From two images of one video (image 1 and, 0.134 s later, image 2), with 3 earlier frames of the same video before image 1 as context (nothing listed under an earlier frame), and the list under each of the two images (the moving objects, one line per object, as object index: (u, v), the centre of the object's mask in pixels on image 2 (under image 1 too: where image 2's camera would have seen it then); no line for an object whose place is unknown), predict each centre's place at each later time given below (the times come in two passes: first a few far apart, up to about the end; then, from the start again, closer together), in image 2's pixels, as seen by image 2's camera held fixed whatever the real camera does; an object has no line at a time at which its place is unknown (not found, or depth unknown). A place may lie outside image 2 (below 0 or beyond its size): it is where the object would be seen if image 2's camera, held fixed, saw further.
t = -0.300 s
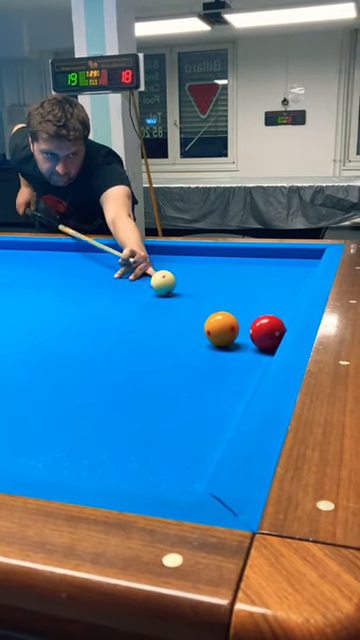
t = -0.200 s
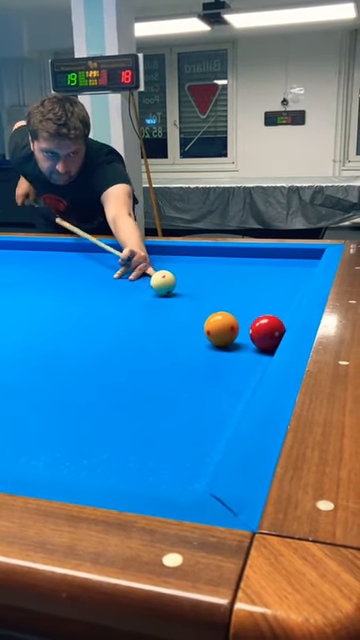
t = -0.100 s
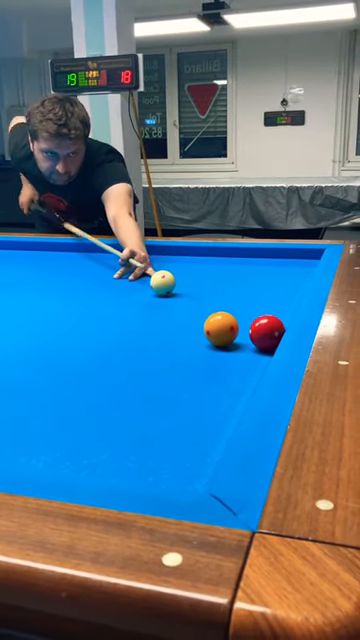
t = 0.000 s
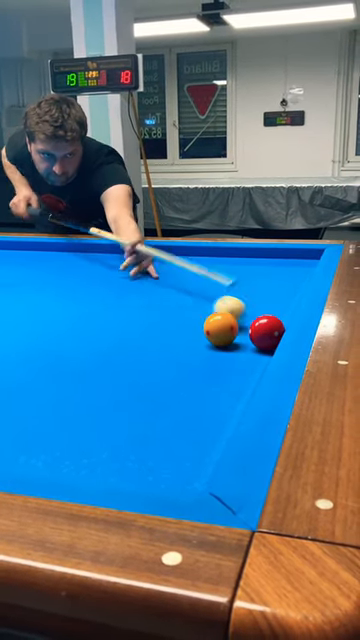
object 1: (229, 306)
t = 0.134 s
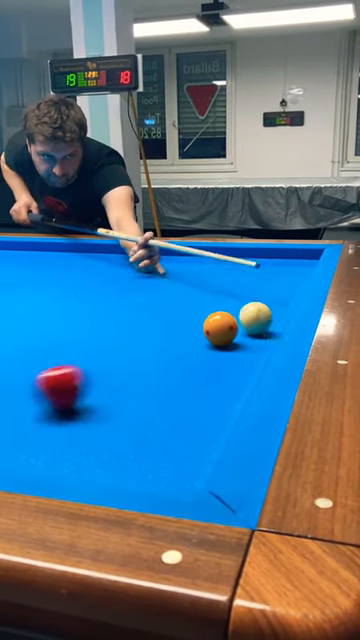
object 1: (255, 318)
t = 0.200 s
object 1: (240, 313)
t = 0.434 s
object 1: (197, 311)
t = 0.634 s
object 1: (185, 318)
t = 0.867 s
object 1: (175, 330)
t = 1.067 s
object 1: (165, 342)
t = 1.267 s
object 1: (155, 354)
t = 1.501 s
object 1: (142, 371)
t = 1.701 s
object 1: (128, 387)
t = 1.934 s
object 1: (110, 408)
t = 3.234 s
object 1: (193, 427)
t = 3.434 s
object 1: (216, 419)
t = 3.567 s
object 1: (216, 411)
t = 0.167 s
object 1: (247, 316)
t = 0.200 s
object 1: (240, 313)
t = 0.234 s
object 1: (233, 309)
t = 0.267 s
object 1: (224, 306)
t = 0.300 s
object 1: (216, 306)
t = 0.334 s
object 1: (209, 306)
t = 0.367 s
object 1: (204, 308)
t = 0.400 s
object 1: (200, 310)
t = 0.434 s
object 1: (197, 311)
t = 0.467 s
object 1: (194, 312)
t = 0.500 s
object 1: (192, 313)
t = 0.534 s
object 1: (190, 314)
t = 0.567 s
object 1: (188, 315)
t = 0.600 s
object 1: (187, 316)
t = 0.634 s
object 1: (185, 318)
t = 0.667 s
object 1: (183, 319)
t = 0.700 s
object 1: (182, 321)
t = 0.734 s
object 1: (181, 323)
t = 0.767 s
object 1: (179, 325)
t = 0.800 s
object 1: (178, 327)
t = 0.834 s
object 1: (176, 328)
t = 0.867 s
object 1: (175, 330)
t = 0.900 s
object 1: (173, 332)
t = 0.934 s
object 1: (172, 334)
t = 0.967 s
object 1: (170, 336)
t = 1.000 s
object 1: (169, 337)
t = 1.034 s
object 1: (167, 339)
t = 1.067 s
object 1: (165, 342)
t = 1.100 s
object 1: (164, 343)
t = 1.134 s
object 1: (162, 346)
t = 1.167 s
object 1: (160, 348)
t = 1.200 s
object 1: (159, 350)
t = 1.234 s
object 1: (157, 352)
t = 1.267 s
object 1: (155, 354)
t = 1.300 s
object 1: (153, 356)
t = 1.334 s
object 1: (151, 359)
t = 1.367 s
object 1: (149, 361)
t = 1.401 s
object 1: (148, 363)
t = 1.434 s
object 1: (145, 366)
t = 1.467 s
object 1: (143, 368)
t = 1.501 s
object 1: (142, 371)
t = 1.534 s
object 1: (139, 373)
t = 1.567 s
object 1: (137, 376)
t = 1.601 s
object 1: (135, 379)
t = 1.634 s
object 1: (133, 381)
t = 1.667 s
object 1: (130, 384)
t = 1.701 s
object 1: (128, 387)
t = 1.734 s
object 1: (125, 390)
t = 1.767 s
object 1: (123, 393)
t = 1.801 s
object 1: (121, 396)
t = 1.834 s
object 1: (118, 399)
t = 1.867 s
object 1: (116, 402)
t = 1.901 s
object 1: (113, 406)
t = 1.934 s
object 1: (110, 408)
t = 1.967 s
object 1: (107, 412)
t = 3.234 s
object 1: (193, 427)
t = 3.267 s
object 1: (197, 425)
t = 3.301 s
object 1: (201, 424)
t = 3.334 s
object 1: (205, 423)
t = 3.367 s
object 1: (209, 422)
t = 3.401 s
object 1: (213, 420)
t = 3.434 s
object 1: (216, 419)
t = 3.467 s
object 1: (217, 417)
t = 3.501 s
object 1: (217, 415)
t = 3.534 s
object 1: (217, 413)
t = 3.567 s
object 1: (216, 411)
